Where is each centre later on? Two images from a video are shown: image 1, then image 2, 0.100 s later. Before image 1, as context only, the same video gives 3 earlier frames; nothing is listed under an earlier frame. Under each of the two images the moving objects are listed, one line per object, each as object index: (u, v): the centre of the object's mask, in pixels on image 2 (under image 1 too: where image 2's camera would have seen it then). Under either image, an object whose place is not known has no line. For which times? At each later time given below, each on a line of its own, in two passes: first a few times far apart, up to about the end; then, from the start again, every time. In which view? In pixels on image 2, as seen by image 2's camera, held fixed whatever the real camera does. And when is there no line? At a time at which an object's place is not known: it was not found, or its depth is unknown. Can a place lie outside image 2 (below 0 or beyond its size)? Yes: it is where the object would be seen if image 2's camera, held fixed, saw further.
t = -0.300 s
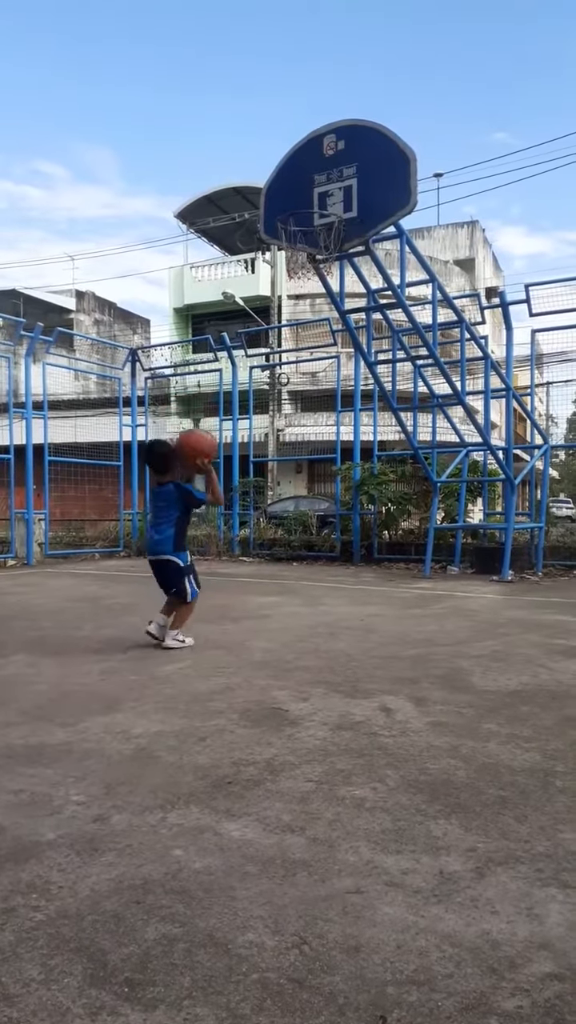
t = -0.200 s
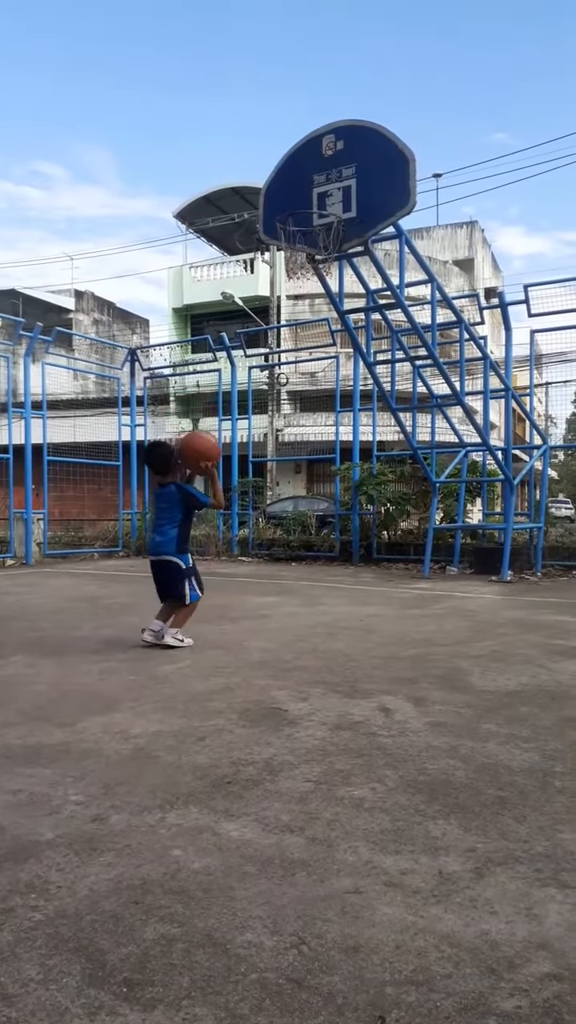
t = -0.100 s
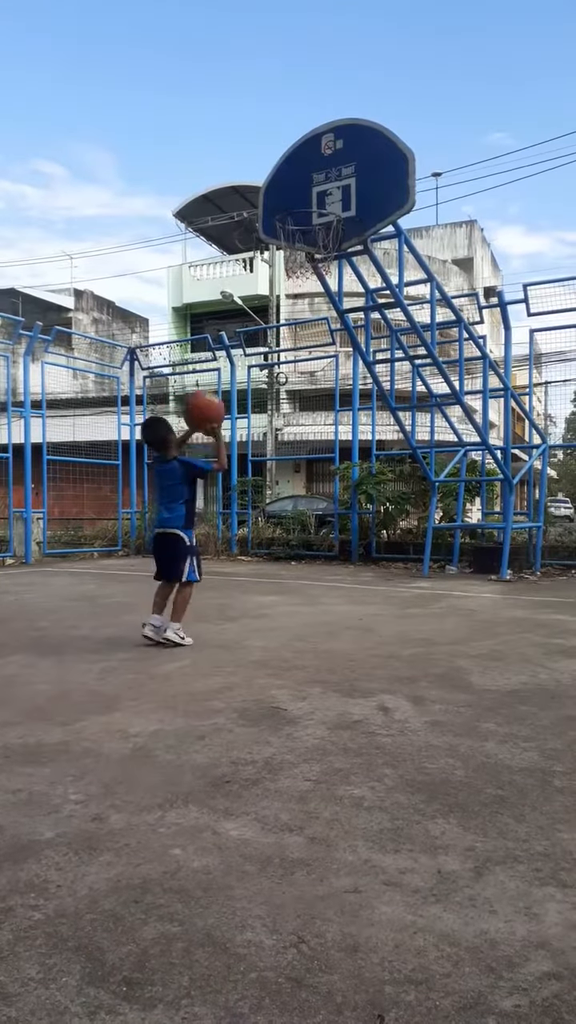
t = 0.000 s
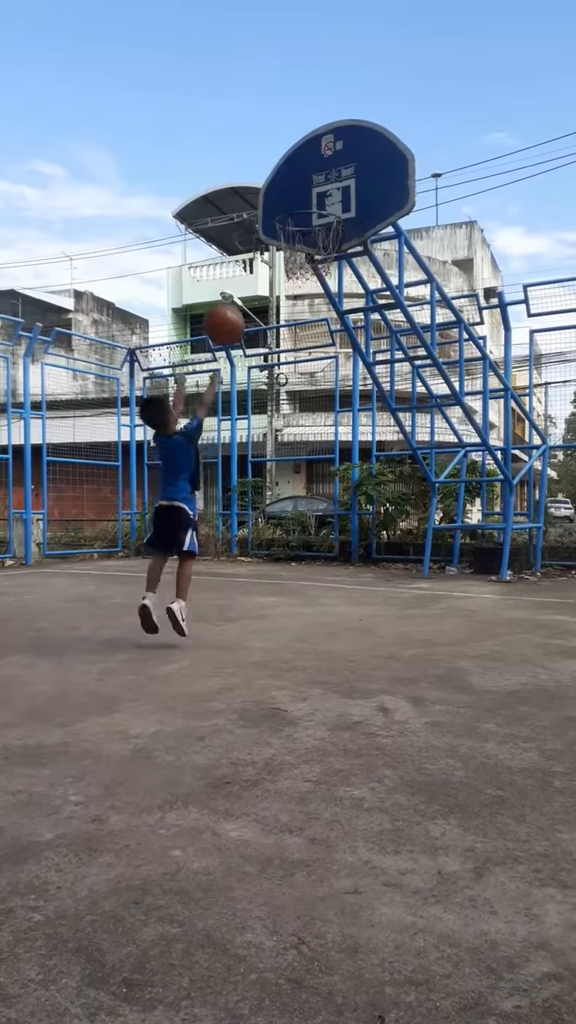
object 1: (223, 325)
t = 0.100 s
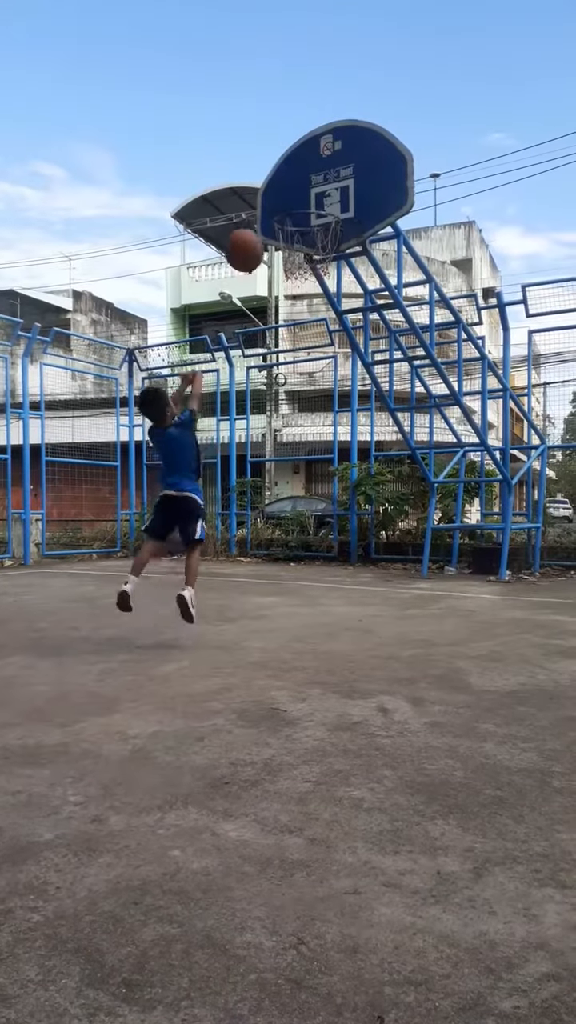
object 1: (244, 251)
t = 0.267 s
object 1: (276, 172)
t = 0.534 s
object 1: (323, 145)
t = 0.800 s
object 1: (359, 213)
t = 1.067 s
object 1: (383, 283)
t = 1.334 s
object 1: (417, 453)
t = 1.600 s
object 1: (457, 520)
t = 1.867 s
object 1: (512, 352)
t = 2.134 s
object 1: (563, 279)
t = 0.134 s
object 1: (251, 230)
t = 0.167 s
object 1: (257, 213)
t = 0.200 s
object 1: (264, 197)
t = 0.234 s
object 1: (271, 183)
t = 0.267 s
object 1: (276, 172)
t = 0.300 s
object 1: (283, 162)
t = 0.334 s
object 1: (289, 155)
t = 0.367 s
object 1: (295, 149)
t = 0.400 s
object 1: (301, 144)
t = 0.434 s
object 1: (305, 142)
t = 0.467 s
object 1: (312, 142)
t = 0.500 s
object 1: (317, 144)
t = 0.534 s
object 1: (323, 145)
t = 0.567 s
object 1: (328, 146)
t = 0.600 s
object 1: (333, 154)
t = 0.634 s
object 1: (338, 161)
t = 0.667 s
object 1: (342, 170)
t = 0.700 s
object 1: (348, 179)
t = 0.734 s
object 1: (352, 189)
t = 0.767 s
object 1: (357, 202)
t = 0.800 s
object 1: (359, 213)
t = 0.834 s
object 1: (357, 220)
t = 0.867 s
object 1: (360, 224)
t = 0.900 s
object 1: (363, 229)
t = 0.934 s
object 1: (368, 238)
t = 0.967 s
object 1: (372, 247)
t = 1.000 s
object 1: (376, 257)
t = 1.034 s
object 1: (379, 270)
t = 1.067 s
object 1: (383, 283)
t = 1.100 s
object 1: (387, 299)
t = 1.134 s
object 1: (392, 315)
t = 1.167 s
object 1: (396, 334)
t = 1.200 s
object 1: (400, 356)
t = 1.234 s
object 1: (405, 375)
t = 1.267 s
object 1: (409, 400)
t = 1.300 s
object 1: (413, 425)
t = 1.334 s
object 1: (417, 453)
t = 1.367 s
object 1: (421, 480)
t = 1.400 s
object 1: (425, 510)
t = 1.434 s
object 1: (430, 542)
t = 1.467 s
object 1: (433, 576)
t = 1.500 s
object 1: (438, 605)
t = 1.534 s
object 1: (444, 575)
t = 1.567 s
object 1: (451, 547)
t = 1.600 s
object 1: (457, 520)
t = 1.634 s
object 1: (463, 495)
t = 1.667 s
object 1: (470, 470)
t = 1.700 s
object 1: (477, 447)
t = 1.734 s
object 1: (484, 426)
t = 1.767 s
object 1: (490, 406)
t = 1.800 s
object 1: (498, 386)
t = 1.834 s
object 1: (504, 369)
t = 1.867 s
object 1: (512, 352)
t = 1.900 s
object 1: (519, 337)
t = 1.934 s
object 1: (527, 323)
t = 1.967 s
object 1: (534, 311)
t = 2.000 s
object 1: (541, 301)
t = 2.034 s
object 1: (549, 293)
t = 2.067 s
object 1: (555, 286)
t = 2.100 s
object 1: (560, 281)
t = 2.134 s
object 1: (563, 279)
